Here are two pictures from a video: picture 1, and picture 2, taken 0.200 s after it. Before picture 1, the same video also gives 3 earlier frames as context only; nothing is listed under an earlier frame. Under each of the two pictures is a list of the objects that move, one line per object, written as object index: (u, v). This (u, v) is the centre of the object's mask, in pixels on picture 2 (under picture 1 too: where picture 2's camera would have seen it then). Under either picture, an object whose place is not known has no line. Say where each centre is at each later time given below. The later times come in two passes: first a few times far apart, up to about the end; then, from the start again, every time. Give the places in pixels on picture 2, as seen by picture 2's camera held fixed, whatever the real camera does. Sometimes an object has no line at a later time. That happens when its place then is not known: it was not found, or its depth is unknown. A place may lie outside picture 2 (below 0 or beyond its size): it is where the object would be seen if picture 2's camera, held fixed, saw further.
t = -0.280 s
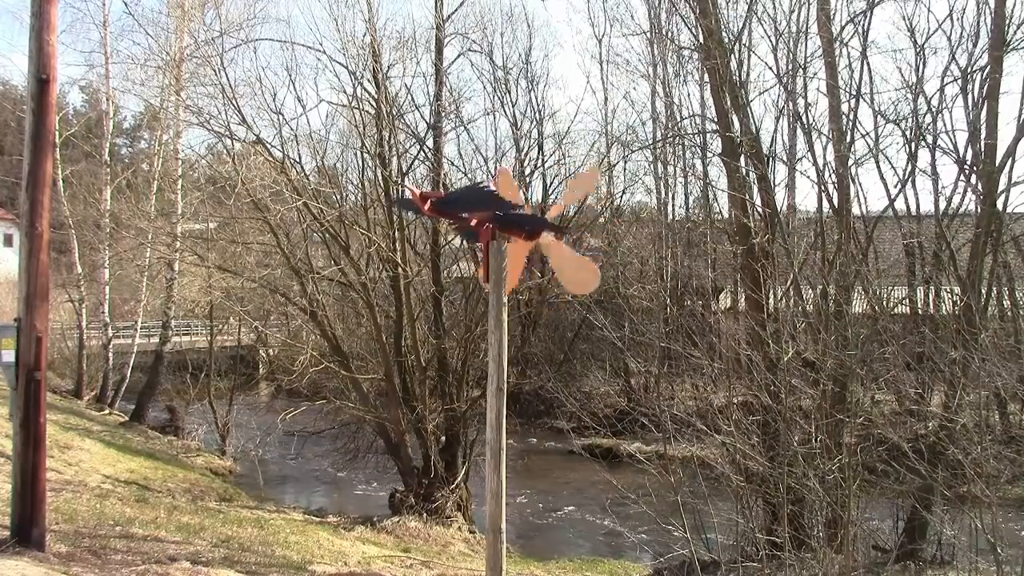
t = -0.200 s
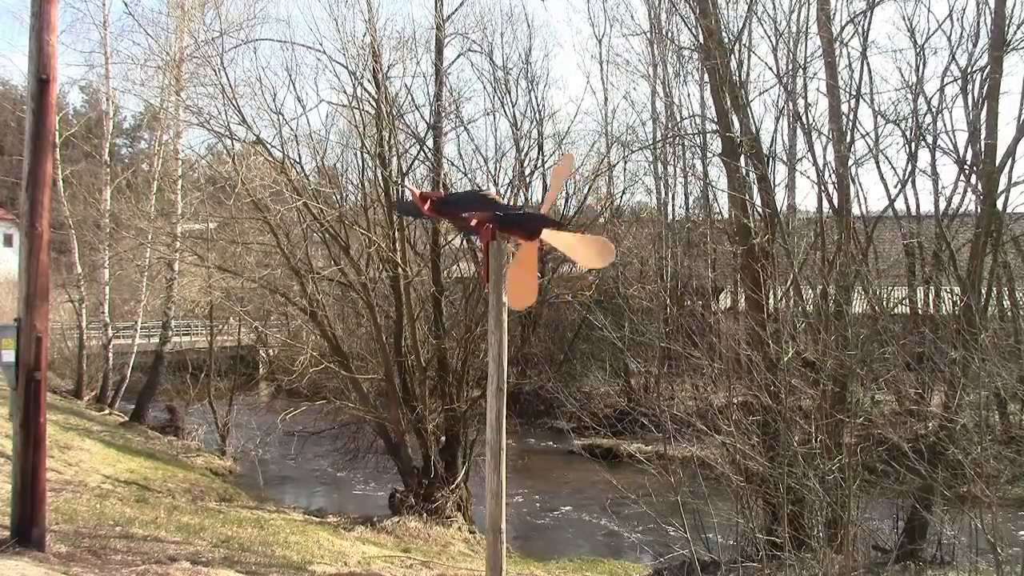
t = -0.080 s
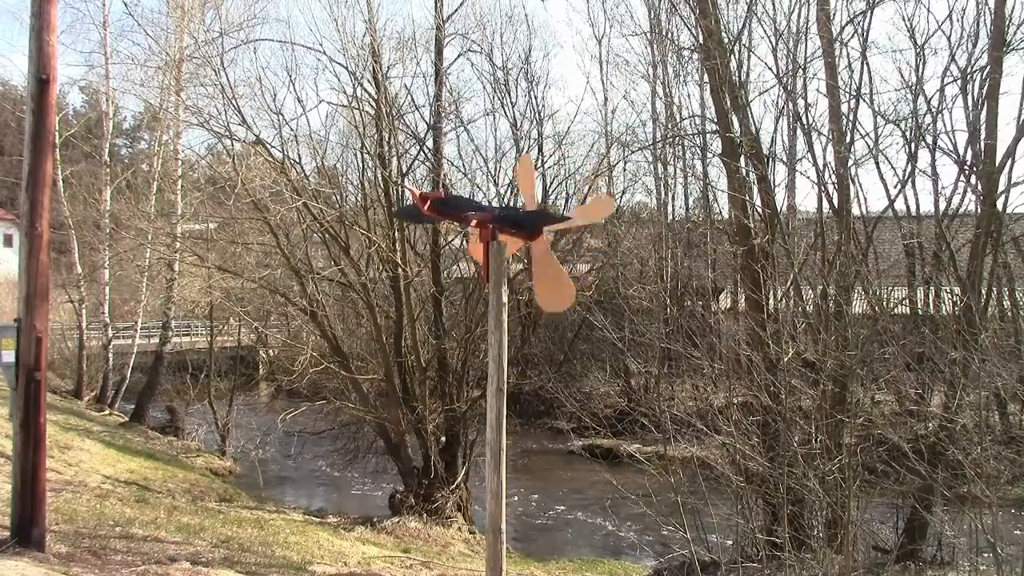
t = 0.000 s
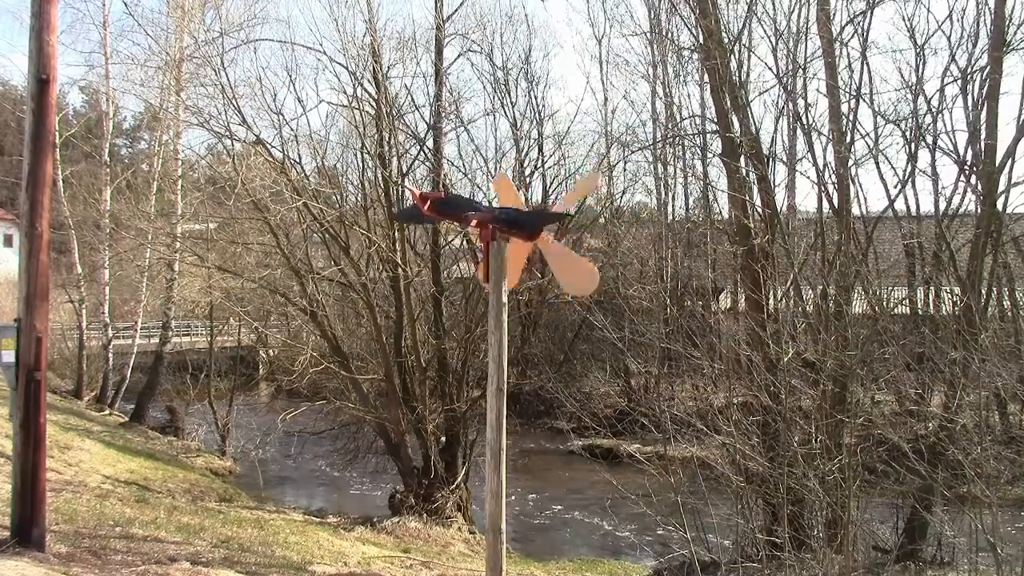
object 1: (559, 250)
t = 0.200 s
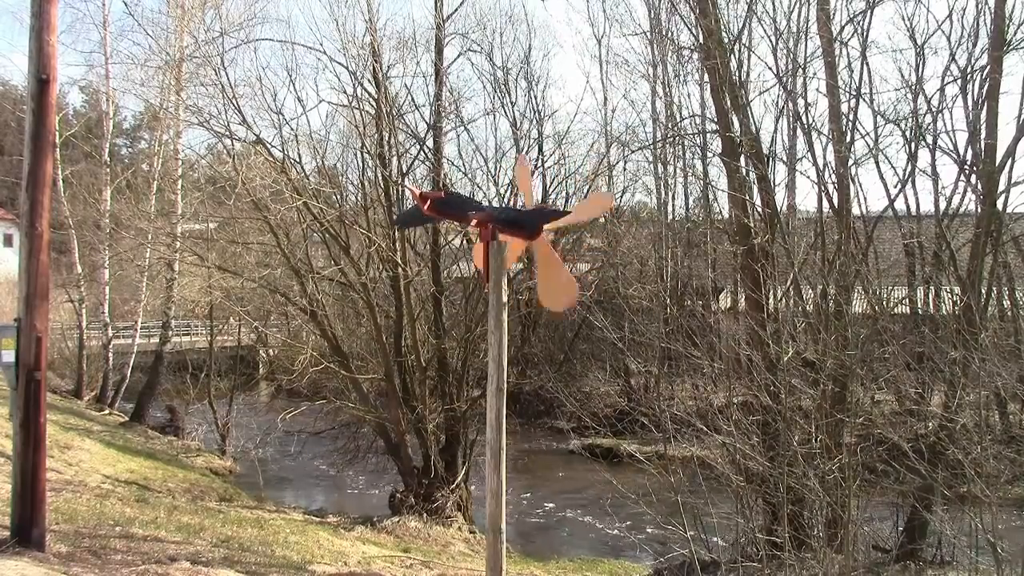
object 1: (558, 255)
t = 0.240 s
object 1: (557, 252)
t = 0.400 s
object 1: (548, 249)
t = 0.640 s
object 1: (549, 257)
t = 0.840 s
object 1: (541, 262)
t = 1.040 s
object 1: (558, 257)
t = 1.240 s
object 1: (551, 265)
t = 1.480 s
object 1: (557, 248)
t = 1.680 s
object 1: (559, 247)
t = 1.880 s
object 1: (552, 268)
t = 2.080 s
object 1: (560, 257)
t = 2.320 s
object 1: (554, 243)
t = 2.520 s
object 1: (550, 245)
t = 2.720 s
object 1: (549, 257)
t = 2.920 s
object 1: (547, 266)
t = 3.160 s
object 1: (549, 262)
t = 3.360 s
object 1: (556, 244)
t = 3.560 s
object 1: (555, 247)
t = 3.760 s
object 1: (553, 265)
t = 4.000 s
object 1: (557, 251)
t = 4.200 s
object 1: (553, 241)
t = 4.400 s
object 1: (561, 257)
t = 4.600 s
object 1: (554, 263)
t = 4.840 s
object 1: (552, 261)
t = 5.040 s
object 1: (549, 263)
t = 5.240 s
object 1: (541, 264)
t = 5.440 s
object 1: (556, 246)
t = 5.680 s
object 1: (554, 259)
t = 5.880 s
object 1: (557, 252)
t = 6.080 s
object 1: (554, 245)
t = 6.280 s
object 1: (550, 241)
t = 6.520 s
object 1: (553, 262)
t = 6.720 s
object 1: (542, 260)
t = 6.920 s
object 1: (553, 250)
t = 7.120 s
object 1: (558, 246)
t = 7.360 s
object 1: (558, 247)
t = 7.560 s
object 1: (558, 275)
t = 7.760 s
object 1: (554, 261)
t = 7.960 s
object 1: (558, 243)
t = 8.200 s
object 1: (555, 243)
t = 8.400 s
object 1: (557, 247)
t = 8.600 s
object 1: (556, 260)
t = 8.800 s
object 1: (560, 254)
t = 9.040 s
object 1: (558, 251)
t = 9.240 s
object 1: (549, 252)
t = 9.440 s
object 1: (557, 247)
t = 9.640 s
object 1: (550, 246)
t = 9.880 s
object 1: (538, 262)
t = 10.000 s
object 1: (554, 262)
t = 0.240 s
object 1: (557, 252)
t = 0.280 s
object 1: (555, 252)
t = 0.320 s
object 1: (553, 252)
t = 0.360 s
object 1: (546, 265)
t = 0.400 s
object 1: (548, 249)
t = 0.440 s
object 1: (551, 246)
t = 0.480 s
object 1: (553, 240)
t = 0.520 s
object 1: (558, 247)
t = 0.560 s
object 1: (555, 248)
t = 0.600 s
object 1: (545, 265)
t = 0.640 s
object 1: (549, 257)
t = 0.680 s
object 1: (555, 252)
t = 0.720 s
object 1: (559, 248)
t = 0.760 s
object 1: (557, 246)
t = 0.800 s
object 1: (554, 249)
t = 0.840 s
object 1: (541, 262)
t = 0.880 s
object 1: (549, 260)
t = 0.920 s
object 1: (558, 261)
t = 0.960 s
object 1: (553, 270)
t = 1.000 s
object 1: (553, 264)
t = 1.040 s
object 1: (558, 257)
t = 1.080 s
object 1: (541, 262)
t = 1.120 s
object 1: (550, 261)
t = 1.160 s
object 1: (557, 260)
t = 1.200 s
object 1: (550, 270)
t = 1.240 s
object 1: (551, 265)
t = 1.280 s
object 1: (554, 253)
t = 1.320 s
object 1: (546, 266)
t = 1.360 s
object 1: (549, 252)
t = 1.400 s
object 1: (554, 242)
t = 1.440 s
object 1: (560, 249)
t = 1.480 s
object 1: (557, 248)
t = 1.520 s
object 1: (538, 262)
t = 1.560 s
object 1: (550, 242)
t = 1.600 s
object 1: (551, 241)
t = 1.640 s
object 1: (562, 254)
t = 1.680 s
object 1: (559, 247)
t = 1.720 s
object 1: (554, 248)
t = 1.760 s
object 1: (541, 263)
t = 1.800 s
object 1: (550, 264)
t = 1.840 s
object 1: (558, 261)
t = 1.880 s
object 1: (552, 268)
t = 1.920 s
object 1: (553, 262)
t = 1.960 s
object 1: (558, 254)
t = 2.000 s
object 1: (543, 261)
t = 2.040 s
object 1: (552, 261)
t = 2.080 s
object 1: (560, 257)
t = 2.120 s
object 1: (557, 253)
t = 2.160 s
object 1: (555, 251)
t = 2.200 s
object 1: (541, 266)
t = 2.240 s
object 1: (550, 264)
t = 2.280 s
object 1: (551, 248)
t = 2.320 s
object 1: (554, 243)
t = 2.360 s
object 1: (559, 246)
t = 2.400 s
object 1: (555, 248)
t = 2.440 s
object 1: (545, 265)
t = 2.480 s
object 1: (547, 249)
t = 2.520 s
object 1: (550, 245)
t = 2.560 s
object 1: (560, 248)
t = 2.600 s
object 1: (556, 243)
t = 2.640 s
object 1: (537, 262)
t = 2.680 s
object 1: (545, 264)
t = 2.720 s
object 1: (549, 257)
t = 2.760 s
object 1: (547, 272)
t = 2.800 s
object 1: (553, 267)
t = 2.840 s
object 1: (553, 261)
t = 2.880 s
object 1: (560, 254)
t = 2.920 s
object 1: (547, 266)
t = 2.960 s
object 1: (553, 263)
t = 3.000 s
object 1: (558, 254)
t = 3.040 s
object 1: (551, 268)
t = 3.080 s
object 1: (554, 261)
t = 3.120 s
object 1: (540, 264)
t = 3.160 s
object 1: (549, 262)
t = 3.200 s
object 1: (549, 245)
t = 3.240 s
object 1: (553, 245)
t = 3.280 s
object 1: (552, 240)
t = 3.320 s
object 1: (556, 248)
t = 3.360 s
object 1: (556, 244)
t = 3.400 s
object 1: (549, 241)
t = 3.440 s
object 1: (549, 247)
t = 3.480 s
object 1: (563, 254)
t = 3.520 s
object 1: (559, 248)
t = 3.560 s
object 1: (555, 247)
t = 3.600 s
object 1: (540, 264)
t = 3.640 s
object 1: (548, 264)
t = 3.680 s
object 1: (556, 262)
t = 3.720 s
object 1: (558, 276)
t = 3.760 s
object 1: (553, 265)
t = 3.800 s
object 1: (557, 259)
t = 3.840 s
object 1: (540, 266)
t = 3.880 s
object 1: (548, 262)
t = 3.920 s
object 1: (555, 261)
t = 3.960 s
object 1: (550, 271)
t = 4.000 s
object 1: (557, 251)
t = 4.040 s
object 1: (554, 252)
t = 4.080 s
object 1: (544, 268)
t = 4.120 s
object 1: (549, 254)
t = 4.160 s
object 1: (552, 248)
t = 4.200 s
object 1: (553, 241)
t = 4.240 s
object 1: (559, 246)
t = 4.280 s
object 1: (562, 255)
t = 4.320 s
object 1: (548, 266)
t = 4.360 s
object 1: (548, 245)
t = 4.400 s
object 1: (561, 257)
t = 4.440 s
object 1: (561, 248)
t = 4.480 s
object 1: (556, 248)
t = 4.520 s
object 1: (553, 246)
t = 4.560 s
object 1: (545, 264)
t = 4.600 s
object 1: (554, 263)
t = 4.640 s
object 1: (561, 259)
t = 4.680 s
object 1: (553, 267)
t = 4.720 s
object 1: (554, 262)
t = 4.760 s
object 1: (558, 252)
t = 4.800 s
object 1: (545, 265)
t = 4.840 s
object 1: (552, 261)
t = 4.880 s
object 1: (560, 258)
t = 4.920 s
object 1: (557, 252)
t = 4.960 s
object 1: (555, 251)
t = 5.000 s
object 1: (559, 255)
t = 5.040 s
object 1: (549, 263)
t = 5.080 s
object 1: (549, 246)
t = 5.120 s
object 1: (552, 243)
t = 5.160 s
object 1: (552, 238)
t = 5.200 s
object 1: (557, 247)
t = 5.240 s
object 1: (541, 264)
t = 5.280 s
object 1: (545, 248)
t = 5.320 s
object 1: (550, 245)
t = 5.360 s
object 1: (561, 246)
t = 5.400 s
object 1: (559, 247)
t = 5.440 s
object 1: (556, 246)
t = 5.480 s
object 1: (560, 249)
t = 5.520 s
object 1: (547, 264)
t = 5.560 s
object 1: (554, 261)
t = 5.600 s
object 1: (556, 276)
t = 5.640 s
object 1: (553, 266)
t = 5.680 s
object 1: (554, 259)
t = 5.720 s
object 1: (559, 250)
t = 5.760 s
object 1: (546, 265)
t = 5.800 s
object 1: (554, 261)
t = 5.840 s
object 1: (562, 256)
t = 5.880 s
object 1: (557, 252)
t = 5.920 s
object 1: (554, 252)
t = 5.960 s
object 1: (540, 264)
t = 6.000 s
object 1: (558, 241)
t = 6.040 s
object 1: (549, 247)
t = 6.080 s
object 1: (554, 245)
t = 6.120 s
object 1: (552, 239)
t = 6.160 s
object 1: (557, 249)
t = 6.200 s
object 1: (538, 263)
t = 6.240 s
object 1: (548, 243)
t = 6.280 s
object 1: (550, 241)
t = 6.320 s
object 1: (562, 256)
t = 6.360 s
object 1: (559, 248)
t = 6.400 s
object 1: (556, 246)
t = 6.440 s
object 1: (561, 251)
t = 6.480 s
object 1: (546, 264)
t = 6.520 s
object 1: (553, 262)
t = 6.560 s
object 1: (561, 259)
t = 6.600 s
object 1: (552, 267)
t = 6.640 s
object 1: (554, 262)
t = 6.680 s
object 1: (557, 253)
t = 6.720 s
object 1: (542, 260)
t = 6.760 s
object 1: (550, 260)
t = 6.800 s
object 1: (558, 258)
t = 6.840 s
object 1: (550, 269)
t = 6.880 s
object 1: (556, 250)
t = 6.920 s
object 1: (553, 250)
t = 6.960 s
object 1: (546, 266)
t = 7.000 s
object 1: (549, 253)
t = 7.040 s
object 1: (551, 245)
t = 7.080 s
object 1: (554, 240)
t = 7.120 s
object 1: (558, 246)
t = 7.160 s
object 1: (554, 246)
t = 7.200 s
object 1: (545, 266)
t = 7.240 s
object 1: (549, 243)
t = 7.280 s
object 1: (550, 242)
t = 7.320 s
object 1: (560, 248)
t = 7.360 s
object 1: (558, 247)
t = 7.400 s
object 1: (554, 246)
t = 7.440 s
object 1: (541, 266)
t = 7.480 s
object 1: (550, 265)
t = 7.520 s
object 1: (557, 261)
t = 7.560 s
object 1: (558, 275)
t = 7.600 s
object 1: (553, 265)
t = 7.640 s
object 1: (555, 258)
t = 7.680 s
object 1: (538, 262)
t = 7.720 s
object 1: (546, 264)
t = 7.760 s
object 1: (554, 261)
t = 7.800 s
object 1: (561, 258)
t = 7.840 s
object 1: (557, 253)
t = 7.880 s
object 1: (552, 263)
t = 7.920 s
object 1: (560, 255)
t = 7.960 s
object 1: (558, 243)
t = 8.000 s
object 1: (549, 251)
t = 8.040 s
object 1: (552, 247)
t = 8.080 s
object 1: (553, 239)
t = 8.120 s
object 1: (558, 246)
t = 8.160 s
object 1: (555, 248)
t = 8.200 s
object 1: (555, 243)
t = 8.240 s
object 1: (545, 247)
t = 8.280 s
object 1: (558, 262)
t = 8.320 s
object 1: (562, 257)
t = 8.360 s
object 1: (560, 248)
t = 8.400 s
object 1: (557, 247)
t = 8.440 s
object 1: (555, 247)
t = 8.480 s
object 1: (538, 261)
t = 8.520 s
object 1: (545, 264)
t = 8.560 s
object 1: (550, 262)
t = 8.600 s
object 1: (556, 260)
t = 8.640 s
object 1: (562, 259)
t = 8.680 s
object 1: (551, 267)
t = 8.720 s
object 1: (558, 249)
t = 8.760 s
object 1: (557, 260)
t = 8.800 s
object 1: (560, 254)
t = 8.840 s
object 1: (542, 263)
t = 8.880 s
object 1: (548, 263)
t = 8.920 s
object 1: (552, 260)
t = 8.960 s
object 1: (559, 259)
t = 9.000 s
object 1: (549, 270)
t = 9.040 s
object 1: (558, 251)
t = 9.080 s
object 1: (555, 251)
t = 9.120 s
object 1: (554, 254)
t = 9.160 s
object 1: (541, 263)
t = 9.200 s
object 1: (547, 264)
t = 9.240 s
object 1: (549, 252)
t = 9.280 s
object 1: (550, 248)
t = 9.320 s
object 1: (554, 245)
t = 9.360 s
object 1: (553, 239)
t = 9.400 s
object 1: (559, 247)
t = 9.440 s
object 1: (557, 247)
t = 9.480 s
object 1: (555, 247)
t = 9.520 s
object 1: (543, 263)
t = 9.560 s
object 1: (550, 241)
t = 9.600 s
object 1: (547, 247)
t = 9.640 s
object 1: (550, 246)
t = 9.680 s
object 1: (562, 255)
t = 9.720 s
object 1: (560, 248)
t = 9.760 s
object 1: (559, 246)
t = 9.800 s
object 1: (557, 246)
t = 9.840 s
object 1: (554, 248)
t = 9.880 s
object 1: (538, 262)
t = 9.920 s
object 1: (545, 265)
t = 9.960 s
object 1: (549, 263)
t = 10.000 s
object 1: (554, 262)
